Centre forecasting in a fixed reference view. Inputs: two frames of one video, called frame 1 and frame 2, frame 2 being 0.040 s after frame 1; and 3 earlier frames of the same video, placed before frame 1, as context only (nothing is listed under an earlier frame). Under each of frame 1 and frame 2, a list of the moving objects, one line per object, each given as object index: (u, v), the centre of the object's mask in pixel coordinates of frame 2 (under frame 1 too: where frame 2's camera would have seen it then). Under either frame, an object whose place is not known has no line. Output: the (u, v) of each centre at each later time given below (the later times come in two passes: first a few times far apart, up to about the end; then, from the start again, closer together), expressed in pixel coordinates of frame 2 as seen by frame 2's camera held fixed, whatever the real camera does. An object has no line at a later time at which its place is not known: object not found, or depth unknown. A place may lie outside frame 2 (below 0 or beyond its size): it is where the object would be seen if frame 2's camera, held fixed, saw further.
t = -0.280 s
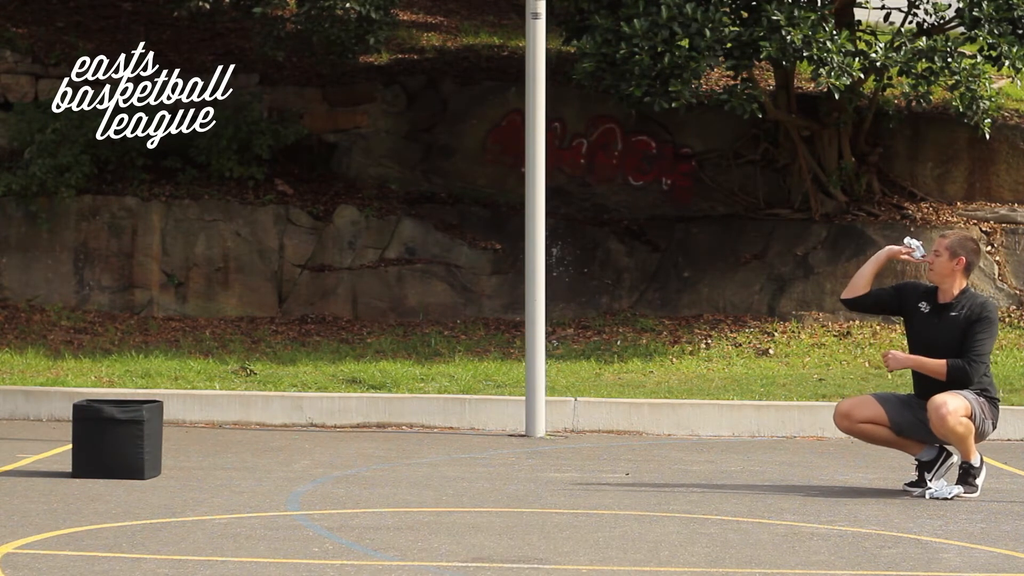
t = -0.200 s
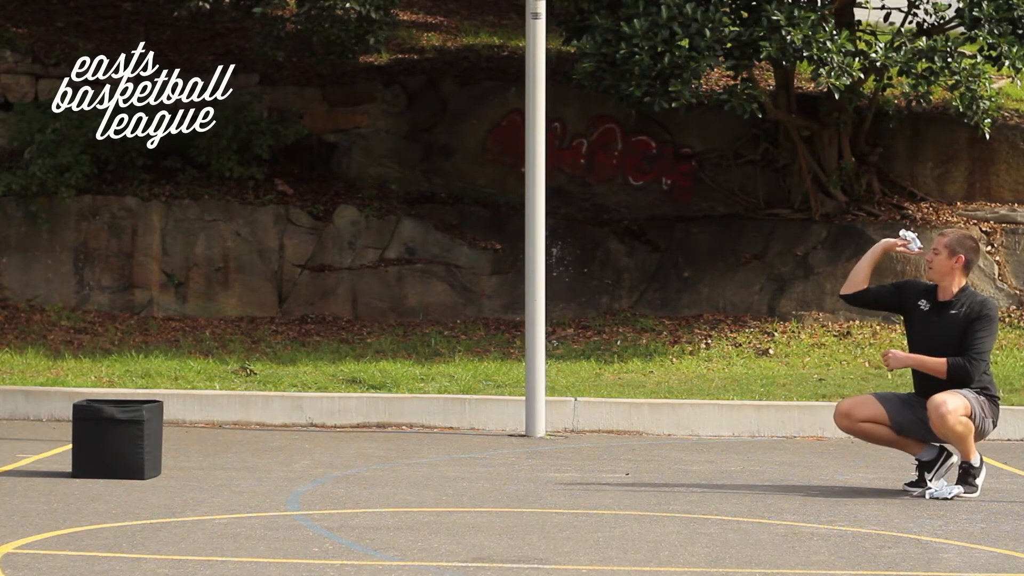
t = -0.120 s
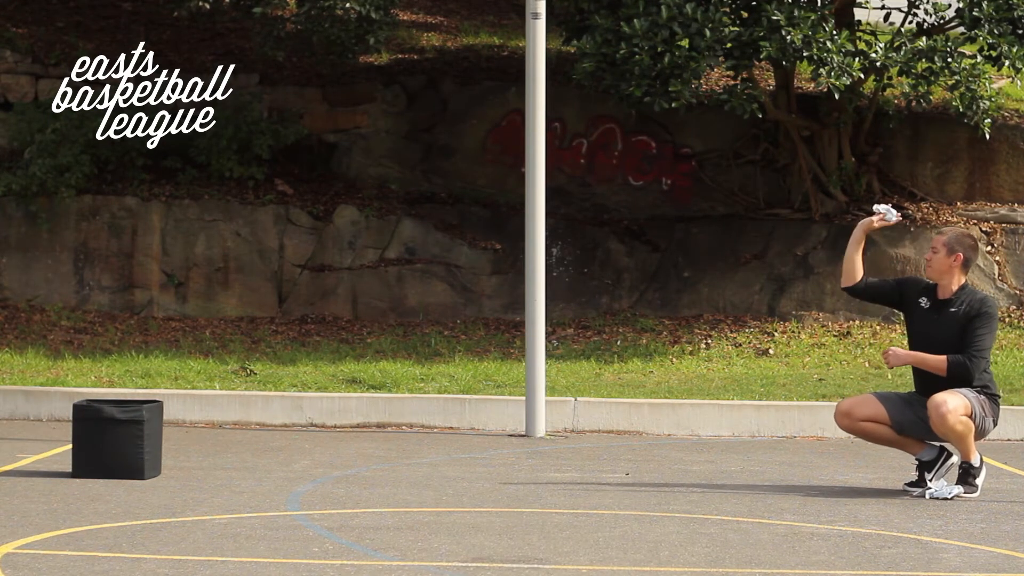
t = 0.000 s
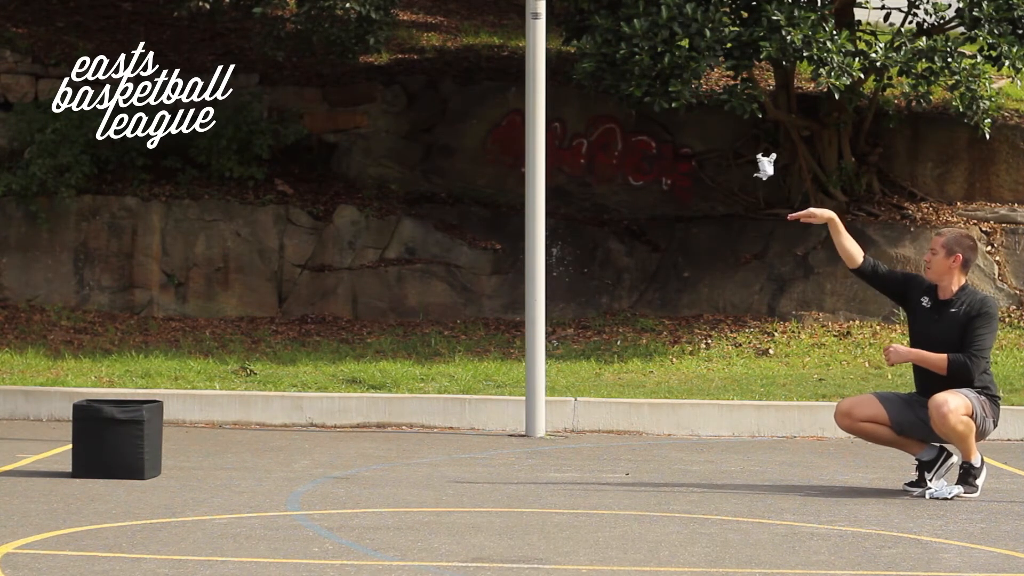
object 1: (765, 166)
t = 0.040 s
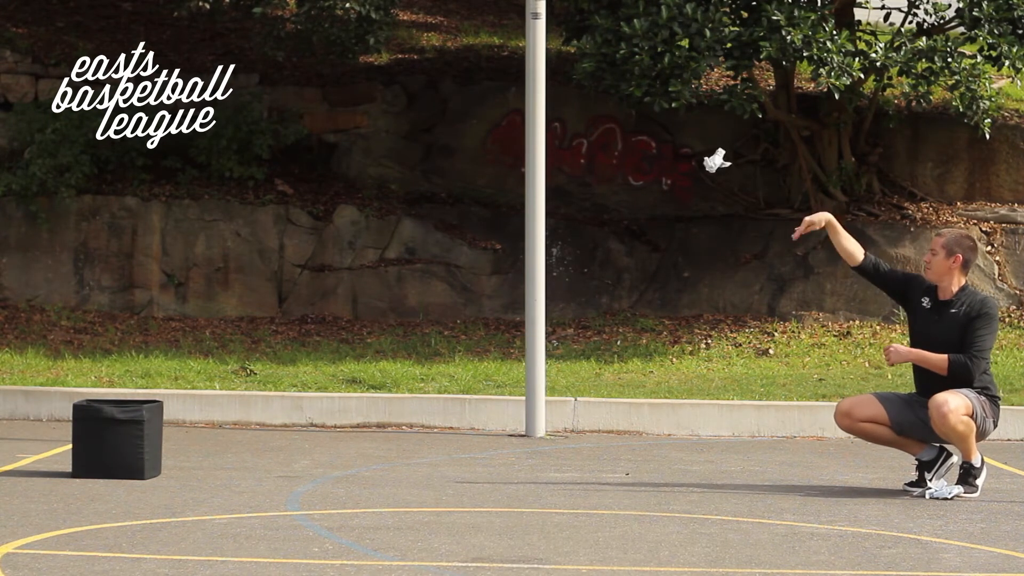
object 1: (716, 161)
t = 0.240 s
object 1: (461, 190)
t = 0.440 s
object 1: (213, 319)
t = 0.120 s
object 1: (612, 164)
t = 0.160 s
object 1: (560, 170)
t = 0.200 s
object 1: (510, 178)
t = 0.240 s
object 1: (461, 190)
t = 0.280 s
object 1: (413, 209)
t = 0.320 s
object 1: (363, 232)
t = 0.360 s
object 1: (313, 258)
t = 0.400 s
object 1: (262, 287)
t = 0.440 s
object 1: (213, 319)
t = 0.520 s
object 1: (118, 393)
